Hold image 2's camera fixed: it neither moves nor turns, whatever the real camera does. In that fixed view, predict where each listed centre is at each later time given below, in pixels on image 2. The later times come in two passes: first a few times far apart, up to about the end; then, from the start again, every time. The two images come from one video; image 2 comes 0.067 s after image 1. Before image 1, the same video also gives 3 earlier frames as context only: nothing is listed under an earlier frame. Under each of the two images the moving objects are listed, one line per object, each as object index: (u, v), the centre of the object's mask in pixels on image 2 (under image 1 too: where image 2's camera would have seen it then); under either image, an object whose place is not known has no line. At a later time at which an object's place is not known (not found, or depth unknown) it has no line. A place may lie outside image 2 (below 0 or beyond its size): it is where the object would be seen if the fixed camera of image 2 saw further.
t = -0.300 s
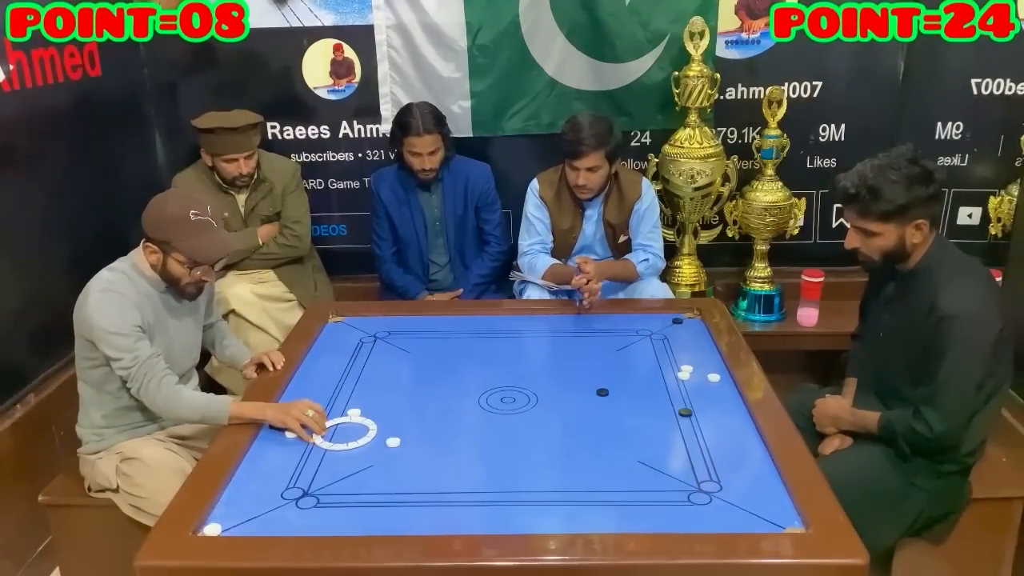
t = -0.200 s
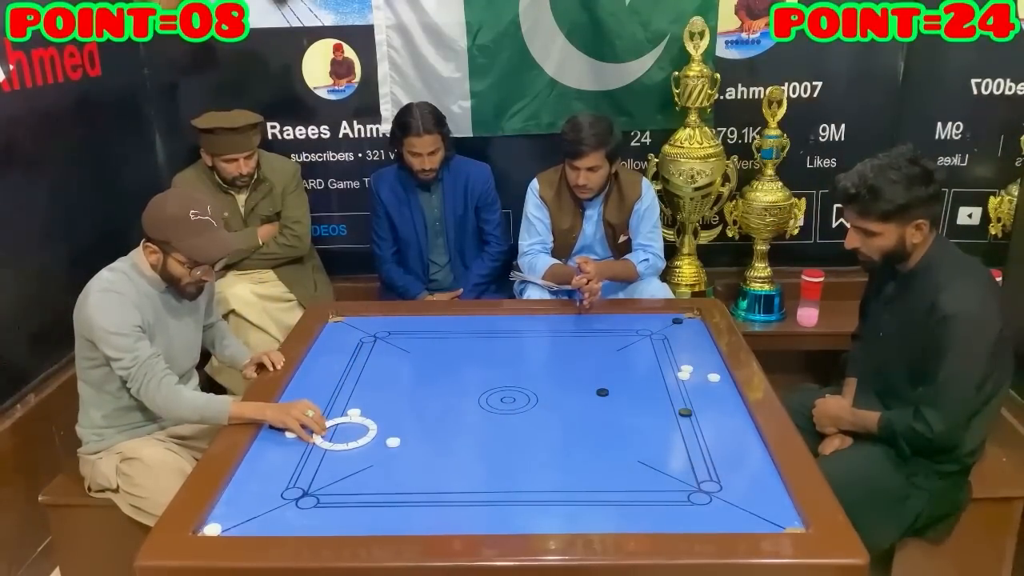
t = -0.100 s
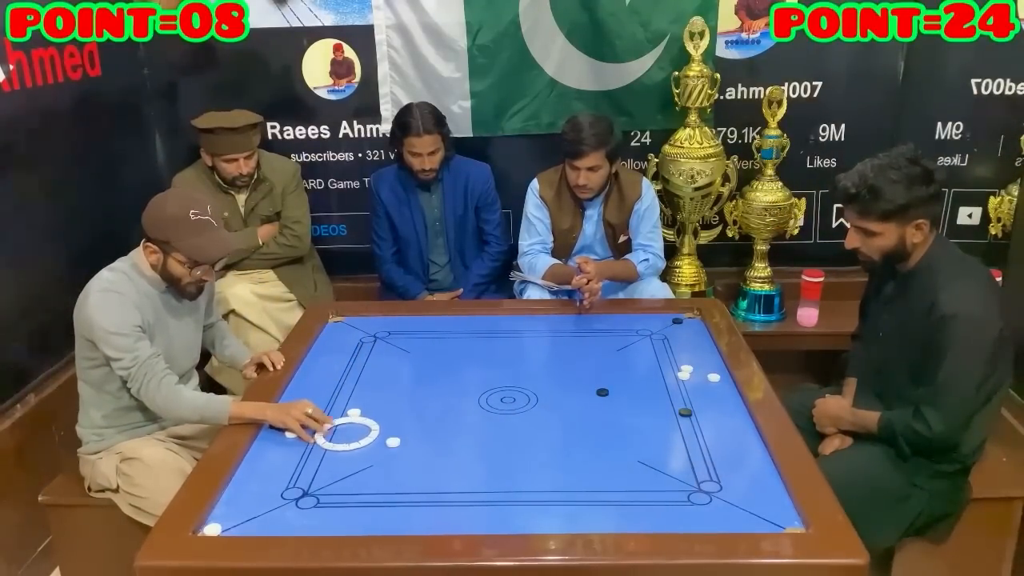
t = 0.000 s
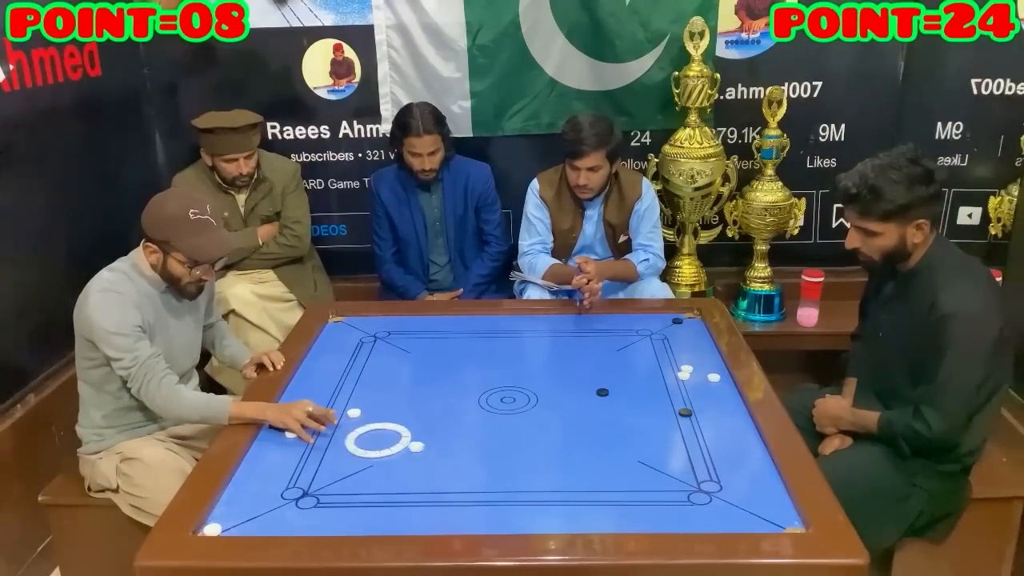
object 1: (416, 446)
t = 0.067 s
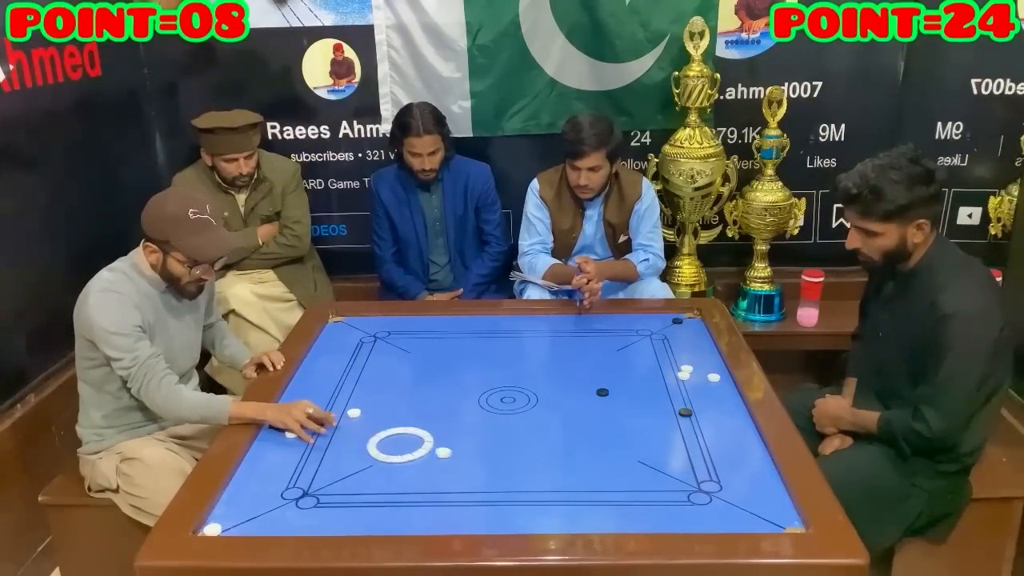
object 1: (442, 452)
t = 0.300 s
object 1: (540, 474)
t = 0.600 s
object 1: (675, 503)
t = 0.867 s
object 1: (796, 528)
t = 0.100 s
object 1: (456, 455)
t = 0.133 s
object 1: (469, 458)
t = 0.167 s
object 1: (484, 461)
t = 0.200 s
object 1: (497, 464)
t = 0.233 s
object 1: (511, 467)
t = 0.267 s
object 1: (526, 471)
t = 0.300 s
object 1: (540, 474)
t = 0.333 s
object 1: (554, 477)
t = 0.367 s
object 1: (569, 480)
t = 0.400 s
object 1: (584, 483)
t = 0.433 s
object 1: (598, 486)
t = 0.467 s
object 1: (613, 490)
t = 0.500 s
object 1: (629, 493)
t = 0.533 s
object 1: (644, 497)
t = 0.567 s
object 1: (659, 500)
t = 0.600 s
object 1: (675, 503)
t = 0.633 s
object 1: (691, 506)
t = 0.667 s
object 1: (707, 510)
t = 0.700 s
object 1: (723, 513)
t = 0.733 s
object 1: (739, 517)
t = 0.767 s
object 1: (755, 520)
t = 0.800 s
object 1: (771, 523)
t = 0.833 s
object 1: (788, 526)
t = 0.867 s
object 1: (796, 528)
